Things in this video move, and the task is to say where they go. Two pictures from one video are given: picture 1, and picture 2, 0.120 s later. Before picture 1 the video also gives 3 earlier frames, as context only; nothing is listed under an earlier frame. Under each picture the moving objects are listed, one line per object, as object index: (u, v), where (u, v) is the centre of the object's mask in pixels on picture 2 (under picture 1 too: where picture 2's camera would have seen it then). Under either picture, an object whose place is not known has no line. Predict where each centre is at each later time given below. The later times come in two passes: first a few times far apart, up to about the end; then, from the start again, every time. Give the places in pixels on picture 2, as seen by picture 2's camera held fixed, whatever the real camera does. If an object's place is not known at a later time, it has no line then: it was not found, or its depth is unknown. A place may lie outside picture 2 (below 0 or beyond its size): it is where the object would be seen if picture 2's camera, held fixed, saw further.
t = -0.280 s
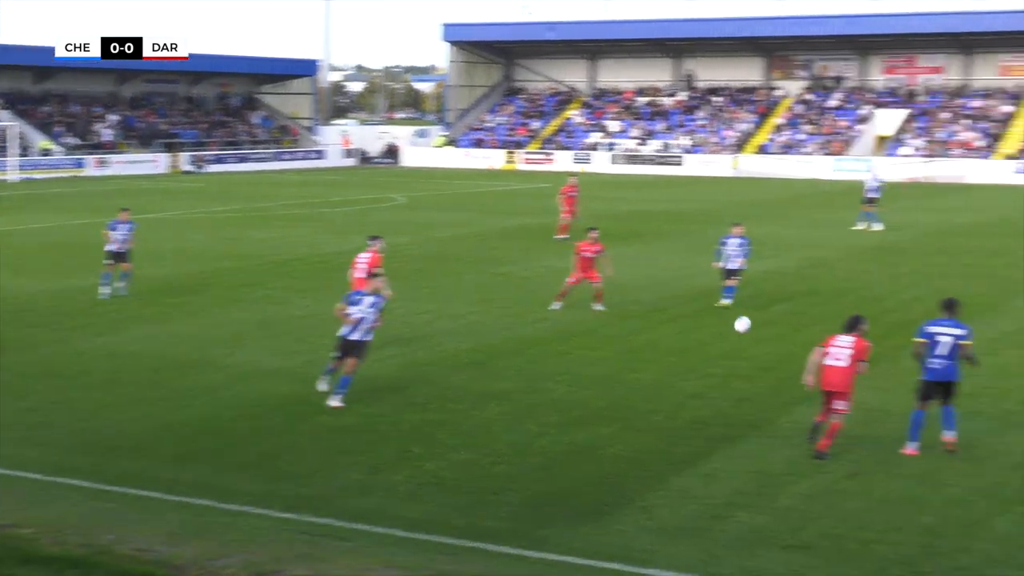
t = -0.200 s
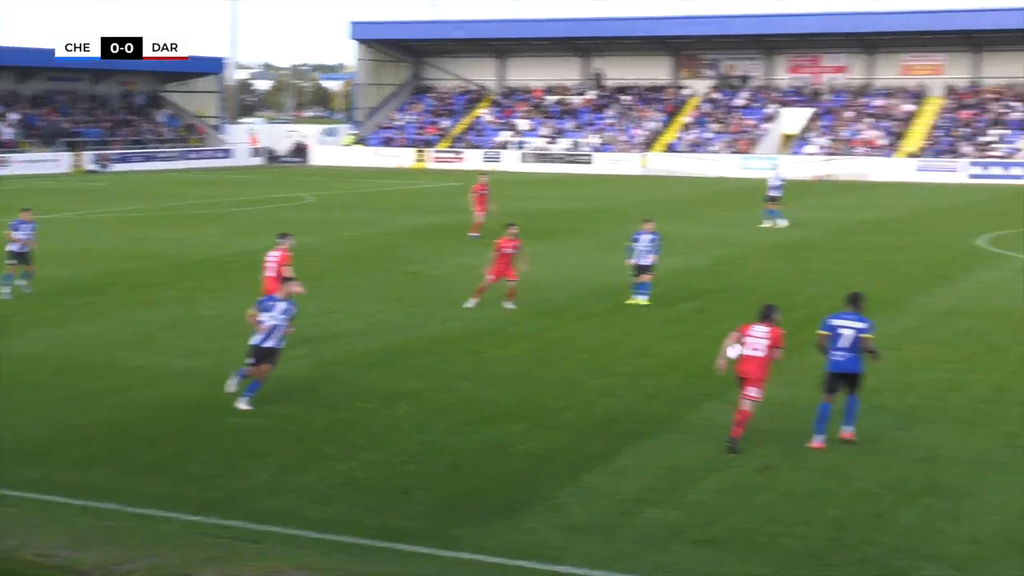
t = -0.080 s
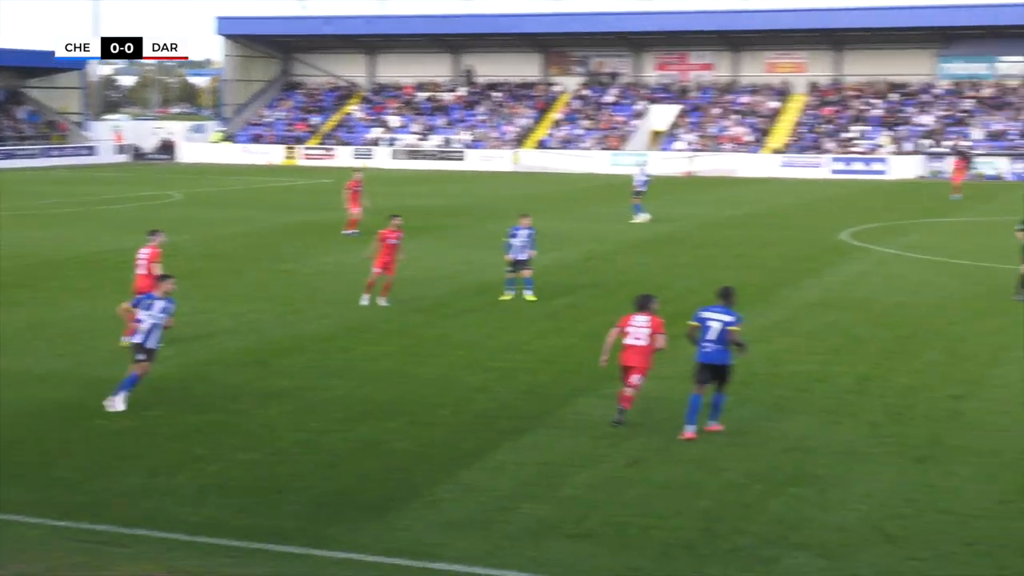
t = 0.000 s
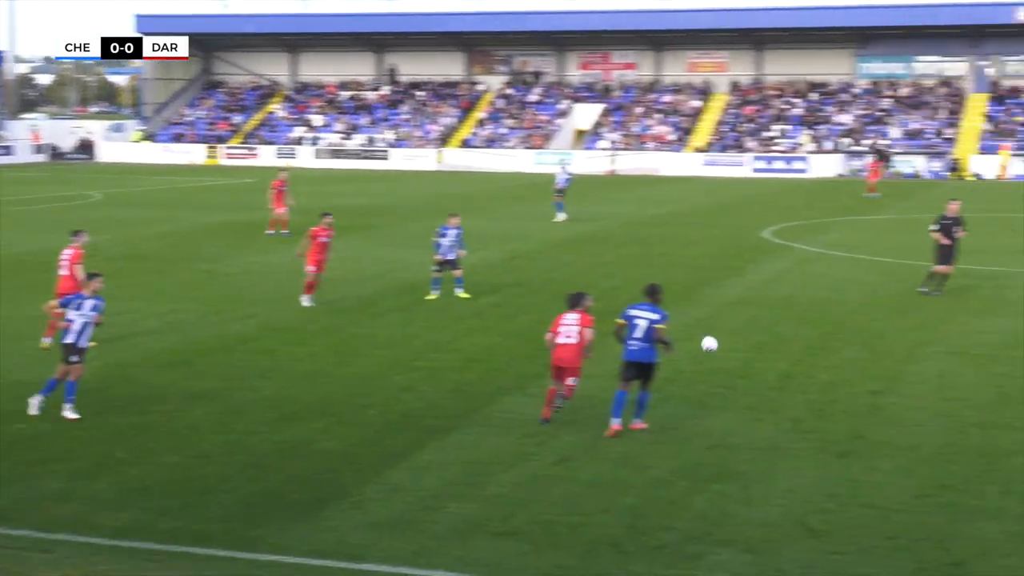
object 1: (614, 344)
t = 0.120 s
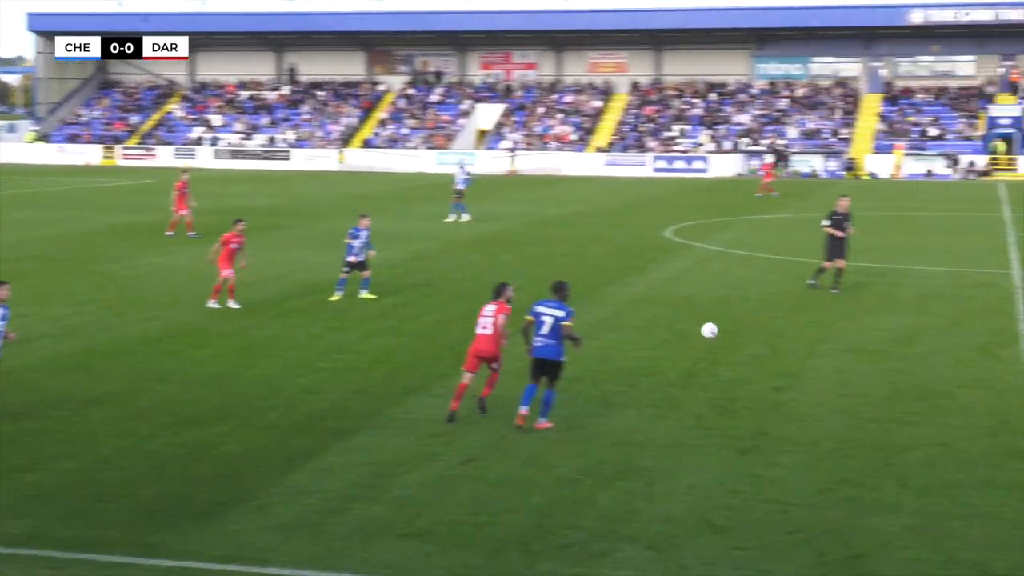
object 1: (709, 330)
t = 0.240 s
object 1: (802, 328)
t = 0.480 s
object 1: (978, 356)
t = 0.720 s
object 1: (1127, 342)
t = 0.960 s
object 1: (1266, 352)
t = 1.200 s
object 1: (1399, 361)
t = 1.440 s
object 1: (1528, 375)
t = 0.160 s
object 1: (740, 328)
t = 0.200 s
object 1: (771, 328)
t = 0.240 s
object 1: (802, 328)
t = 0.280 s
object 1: (833, 330)
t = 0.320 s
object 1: (863, 332)
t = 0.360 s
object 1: (892, 337)
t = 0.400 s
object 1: (922, 342)
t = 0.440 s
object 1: (950, 348)
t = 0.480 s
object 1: (978, 356)
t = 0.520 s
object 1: (1007, 365)
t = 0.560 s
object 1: (1031, 361)
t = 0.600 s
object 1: (1055, 354)
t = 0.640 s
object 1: (1079, 348)
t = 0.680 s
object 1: (1102, 344)
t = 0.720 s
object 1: (1127, 342)
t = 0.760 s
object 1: (1150, 340)
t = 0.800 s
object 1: (1174, 340)
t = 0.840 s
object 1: (1197, 341)
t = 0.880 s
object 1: (1220, 343)
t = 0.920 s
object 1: (1243, 347)
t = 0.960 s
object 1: (1266, 352)
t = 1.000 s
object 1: (1289, 358)
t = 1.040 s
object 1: (1311, 366)
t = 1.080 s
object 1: (1334, 368)
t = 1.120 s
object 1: (1356, 364)
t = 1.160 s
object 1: (1378, 362)
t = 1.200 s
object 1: (1399, 361)
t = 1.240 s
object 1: (1421, 360)
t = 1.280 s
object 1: (1442, 361)
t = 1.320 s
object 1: (1464, 364)
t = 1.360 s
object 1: (1485, 367)
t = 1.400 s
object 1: (1507, 372)
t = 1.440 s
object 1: (1528, 375)
